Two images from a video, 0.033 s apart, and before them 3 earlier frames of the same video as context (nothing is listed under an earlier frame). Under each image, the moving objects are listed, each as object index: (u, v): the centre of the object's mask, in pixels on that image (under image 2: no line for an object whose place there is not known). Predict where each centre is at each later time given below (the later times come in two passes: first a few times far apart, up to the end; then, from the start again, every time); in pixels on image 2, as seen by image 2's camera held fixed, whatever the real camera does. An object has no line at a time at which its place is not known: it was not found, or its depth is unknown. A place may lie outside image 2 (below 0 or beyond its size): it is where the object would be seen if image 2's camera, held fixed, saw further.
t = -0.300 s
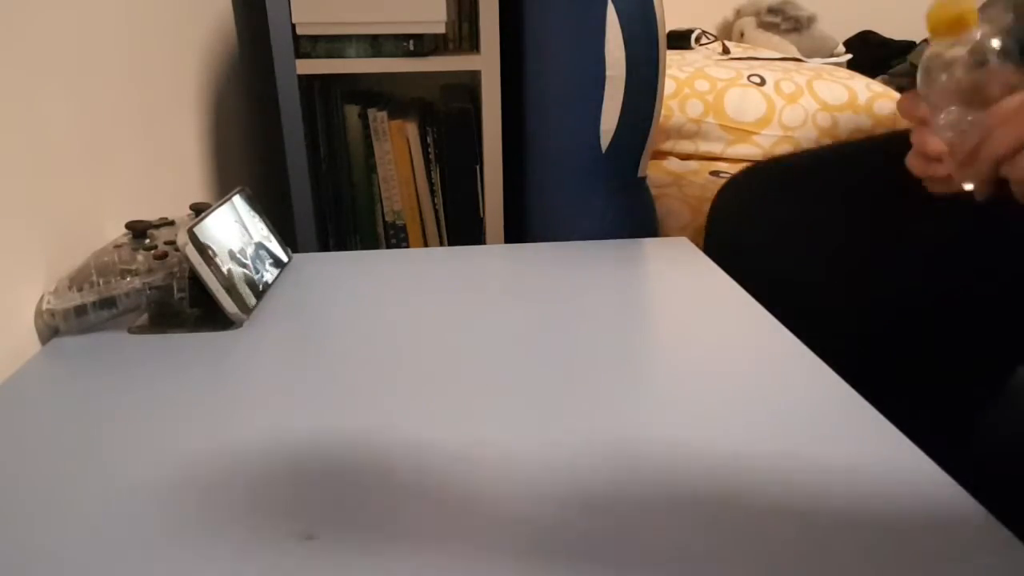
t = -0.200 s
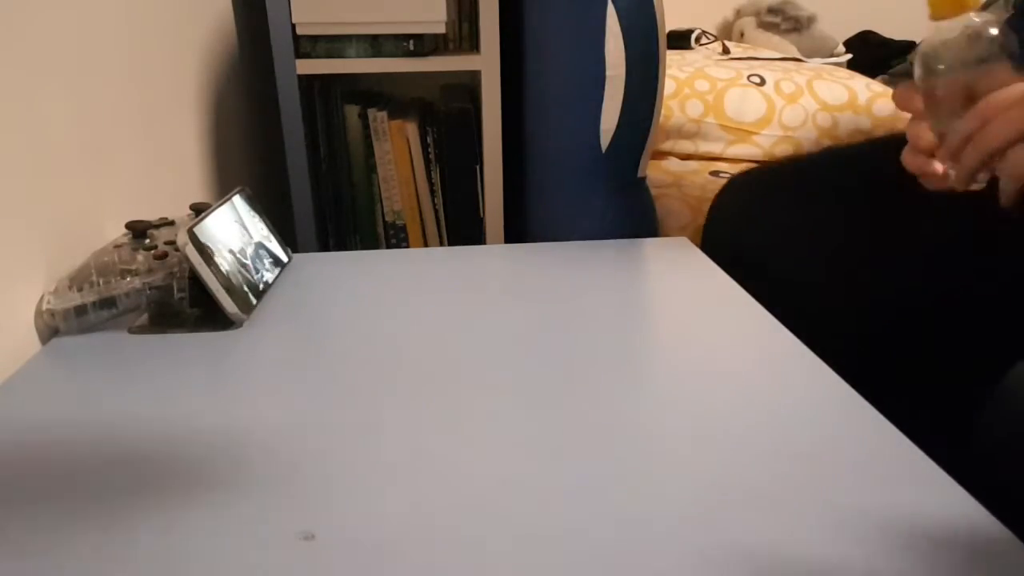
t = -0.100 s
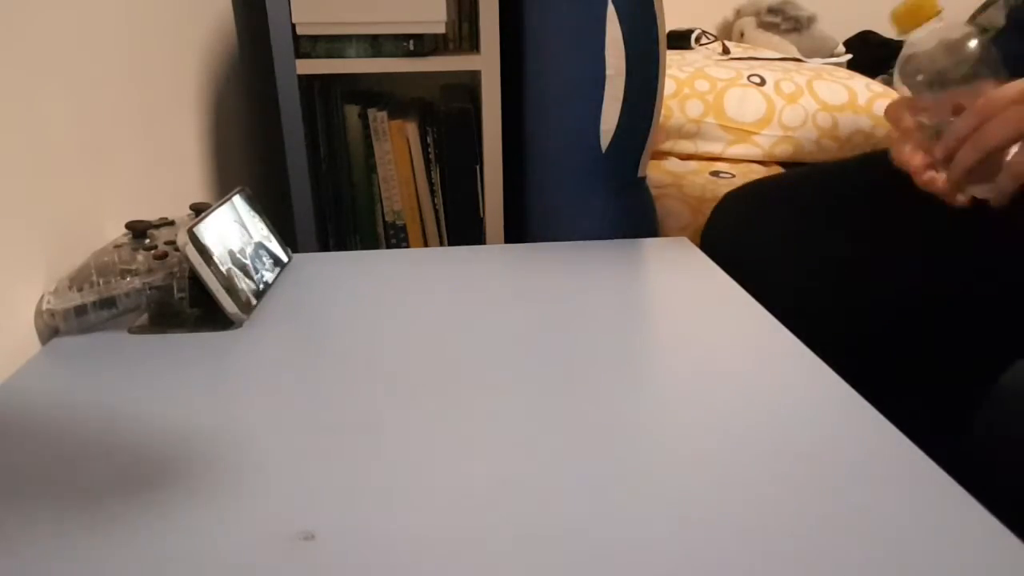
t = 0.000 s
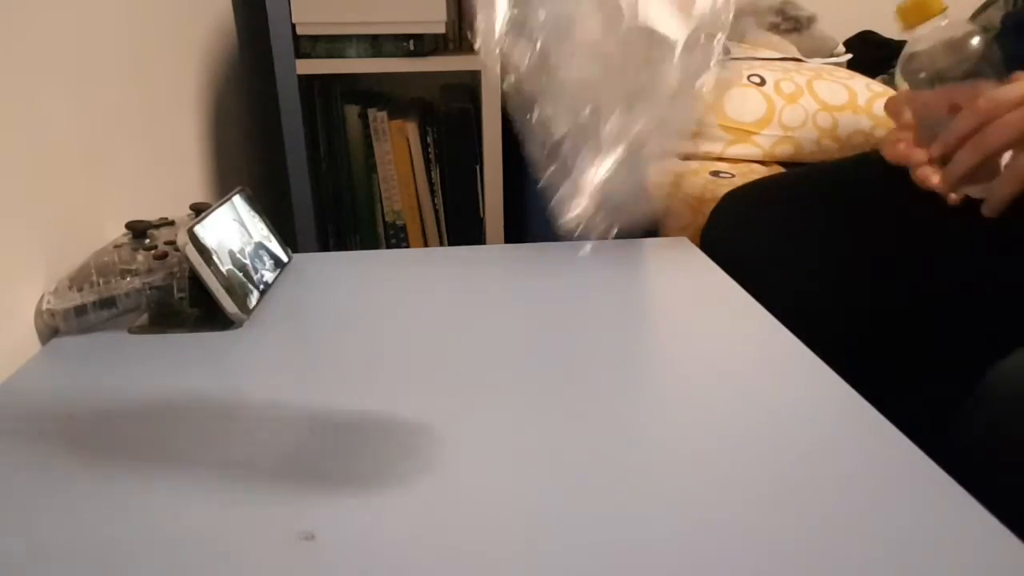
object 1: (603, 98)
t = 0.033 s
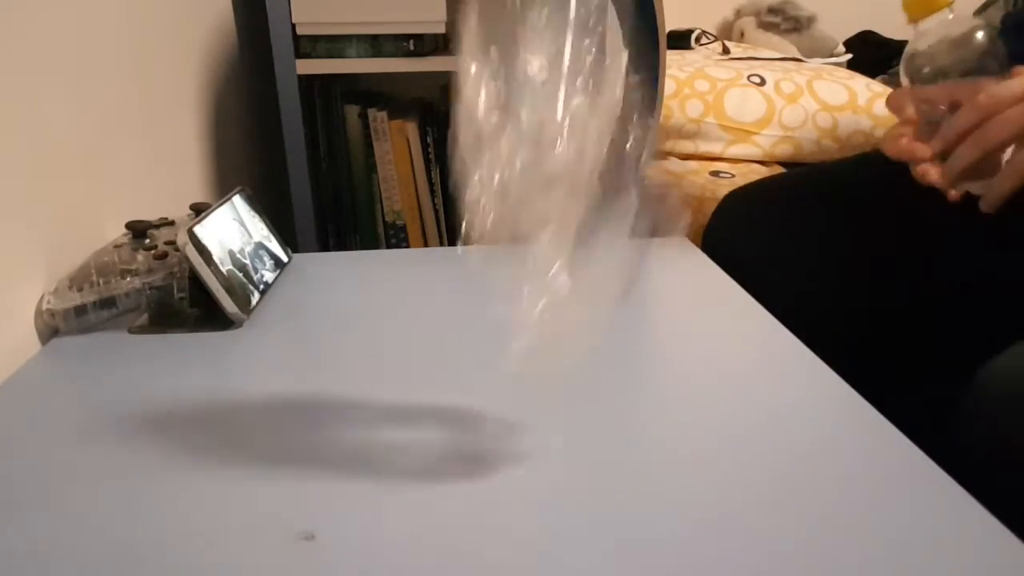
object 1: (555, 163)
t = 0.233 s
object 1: (443, 392)
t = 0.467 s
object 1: (357, 405)
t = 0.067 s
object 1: (513, 269)
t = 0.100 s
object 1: (510, 282)
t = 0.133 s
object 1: (479, 332)
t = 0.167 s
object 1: (474, 377)
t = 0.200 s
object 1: (459, 386)
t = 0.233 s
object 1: (443, 392)
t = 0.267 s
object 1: (427, 395)
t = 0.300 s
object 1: (411, 396)
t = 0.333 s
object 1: (397, 397)
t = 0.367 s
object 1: (386, 398)
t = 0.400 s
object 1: (376, 401)
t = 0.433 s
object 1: (367, 403)
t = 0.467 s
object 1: (357, 405)
